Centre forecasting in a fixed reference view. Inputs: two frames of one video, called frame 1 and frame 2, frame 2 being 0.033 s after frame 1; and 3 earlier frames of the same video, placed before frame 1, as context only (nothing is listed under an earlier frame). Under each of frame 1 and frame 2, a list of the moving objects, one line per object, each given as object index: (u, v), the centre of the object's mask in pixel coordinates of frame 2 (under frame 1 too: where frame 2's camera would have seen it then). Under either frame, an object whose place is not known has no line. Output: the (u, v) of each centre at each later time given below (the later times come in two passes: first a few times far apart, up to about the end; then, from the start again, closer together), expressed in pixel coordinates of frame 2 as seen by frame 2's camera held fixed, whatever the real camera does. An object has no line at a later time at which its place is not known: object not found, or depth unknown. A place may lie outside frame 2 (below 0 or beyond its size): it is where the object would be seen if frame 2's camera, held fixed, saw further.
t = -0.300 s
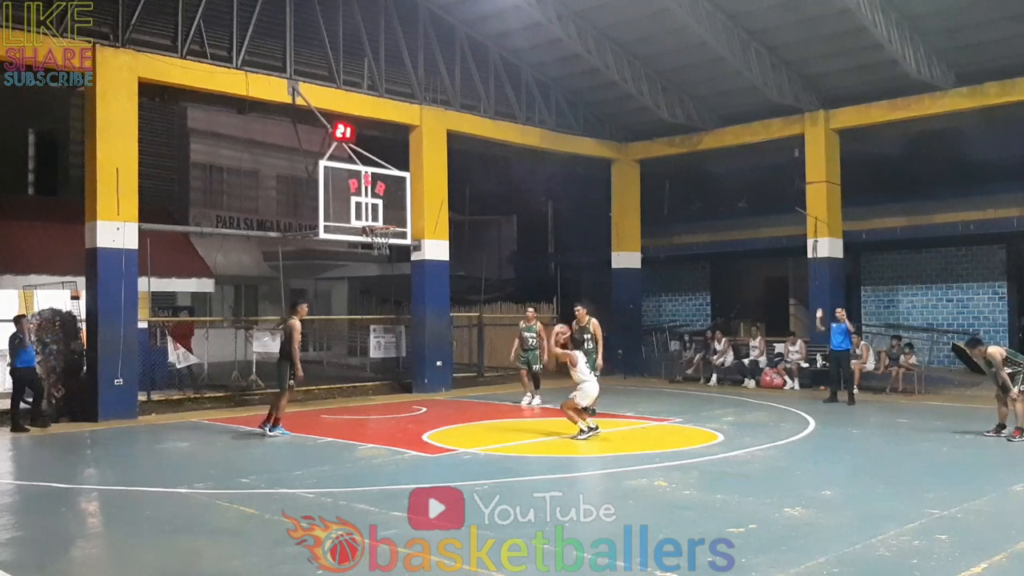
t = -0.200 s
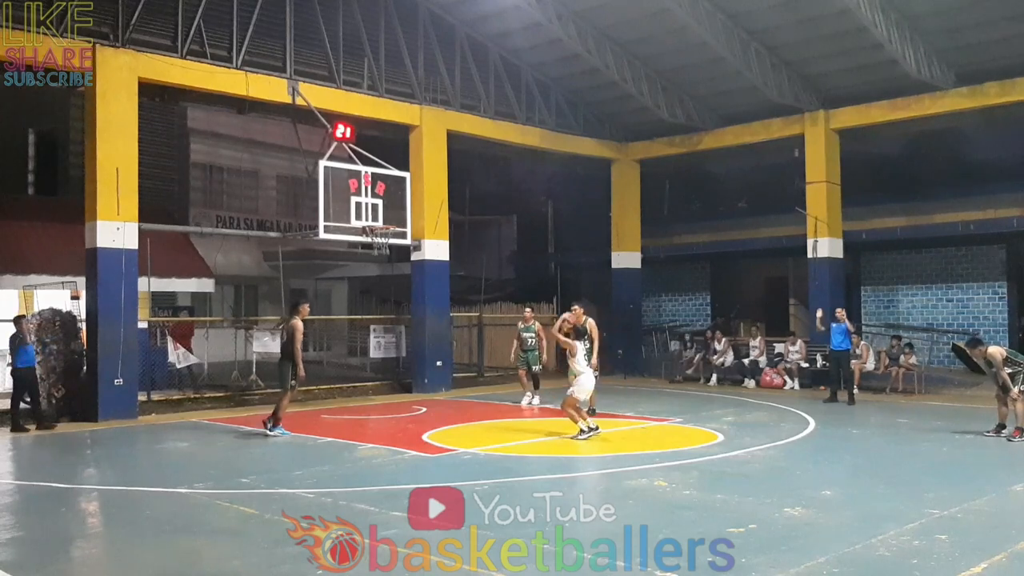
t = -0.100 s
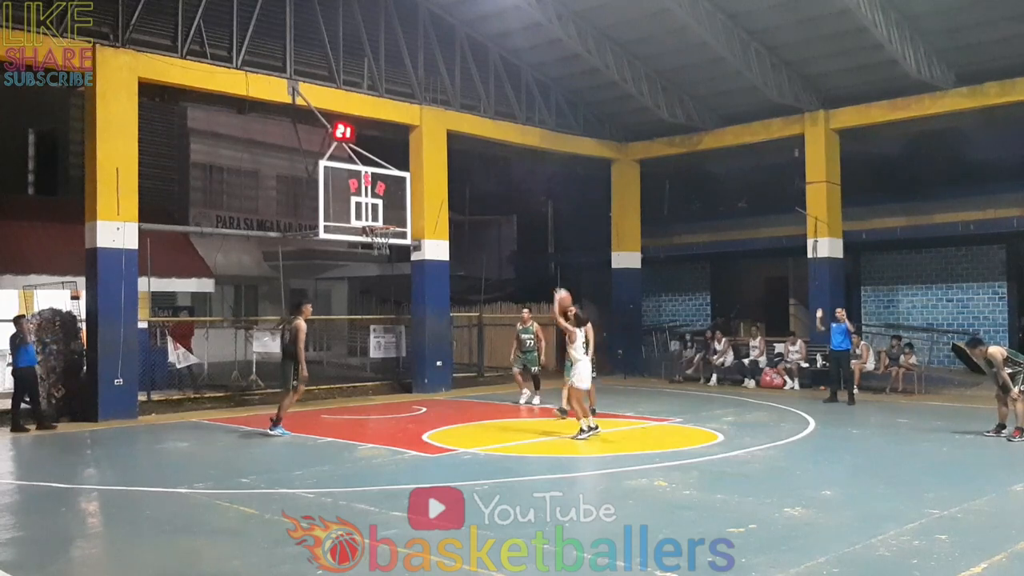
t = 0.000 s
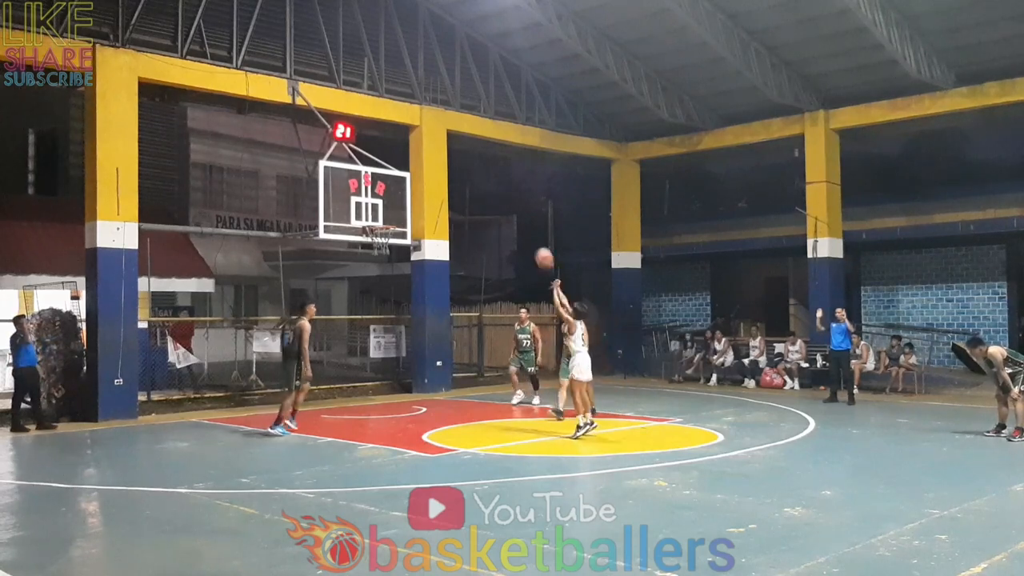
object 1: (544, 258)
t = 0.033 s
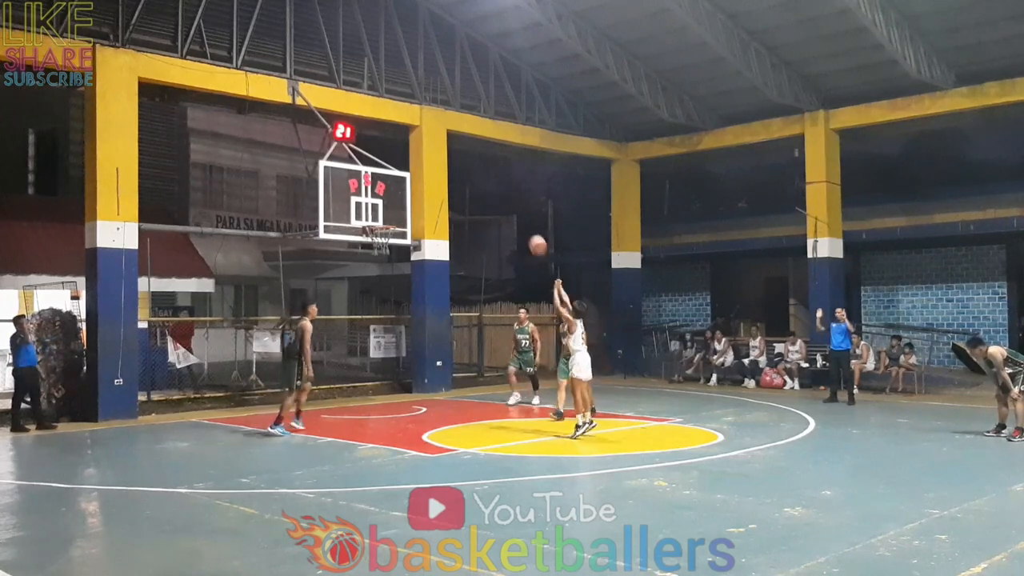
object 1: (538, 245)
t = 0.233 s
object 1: (499, 188)
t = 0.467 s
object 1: (460, 158)
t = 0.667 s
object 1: (429, 161)
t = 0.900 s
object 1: (396, 195)
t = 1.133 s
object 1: (372, 244)
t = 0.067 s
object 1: (531, 233)
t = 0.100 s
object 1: (525, 222)
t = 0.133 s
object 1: (518, 212)
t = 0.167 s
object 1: (512, 203)
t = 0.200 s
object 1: (506, 195)
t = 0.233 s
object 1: (499, 188)
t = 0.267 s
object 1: (493, 181)
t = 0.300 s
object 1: (488, 175)
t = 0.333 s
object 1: (482, 170)
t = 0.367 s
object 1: (476, 166)
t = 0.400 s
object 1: (471, 162)
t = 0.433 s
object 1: (465, 160)
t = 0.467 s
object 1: (460, 158)
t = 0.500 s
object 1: (455, 157)
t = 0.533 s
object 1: (450, 157)
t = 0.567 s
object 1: (444, 157)
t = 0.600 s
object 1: (439, 157)
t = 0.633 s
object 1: (434, 159)
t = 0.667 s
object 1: (429, 161)
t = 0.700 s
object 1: (424, 164)
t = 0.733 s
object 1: (419, 168)
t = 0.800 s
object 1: (410, 177)
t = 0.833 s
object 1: (404, 183)
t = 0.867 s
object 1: (400, 187)
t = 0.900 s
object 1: (396, 195)
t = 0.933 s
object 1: (392, 202)
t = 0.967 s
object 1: (388, 210)
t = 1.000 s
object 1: (383, 218)
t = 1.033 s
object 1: (377, 228)
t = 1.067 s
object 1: (375, 236)
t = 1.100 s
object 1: (375, 241)
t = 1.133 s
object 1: (372, 244)
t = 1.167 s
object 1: (368, 246)
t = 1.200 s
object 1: (368, 251)
